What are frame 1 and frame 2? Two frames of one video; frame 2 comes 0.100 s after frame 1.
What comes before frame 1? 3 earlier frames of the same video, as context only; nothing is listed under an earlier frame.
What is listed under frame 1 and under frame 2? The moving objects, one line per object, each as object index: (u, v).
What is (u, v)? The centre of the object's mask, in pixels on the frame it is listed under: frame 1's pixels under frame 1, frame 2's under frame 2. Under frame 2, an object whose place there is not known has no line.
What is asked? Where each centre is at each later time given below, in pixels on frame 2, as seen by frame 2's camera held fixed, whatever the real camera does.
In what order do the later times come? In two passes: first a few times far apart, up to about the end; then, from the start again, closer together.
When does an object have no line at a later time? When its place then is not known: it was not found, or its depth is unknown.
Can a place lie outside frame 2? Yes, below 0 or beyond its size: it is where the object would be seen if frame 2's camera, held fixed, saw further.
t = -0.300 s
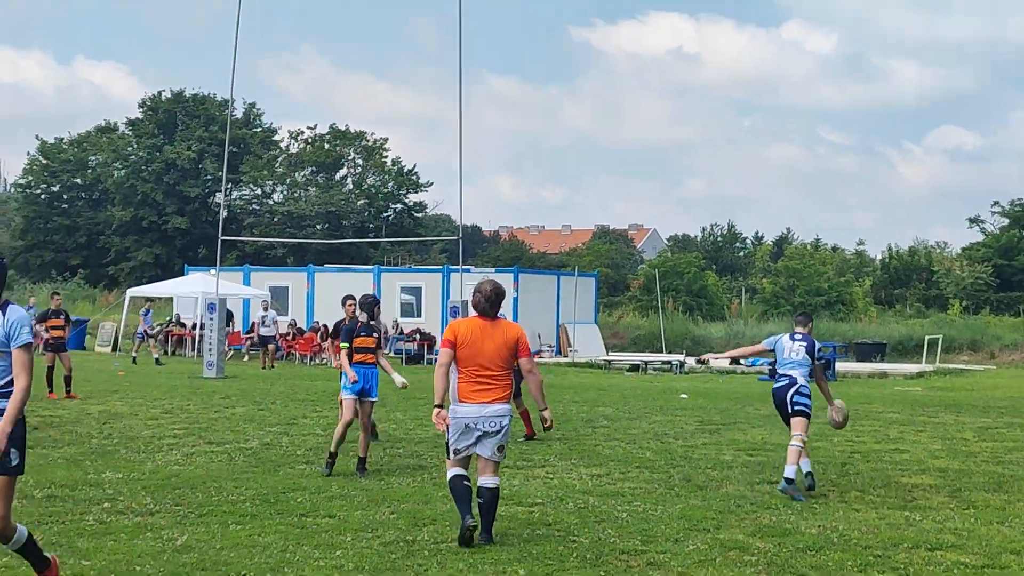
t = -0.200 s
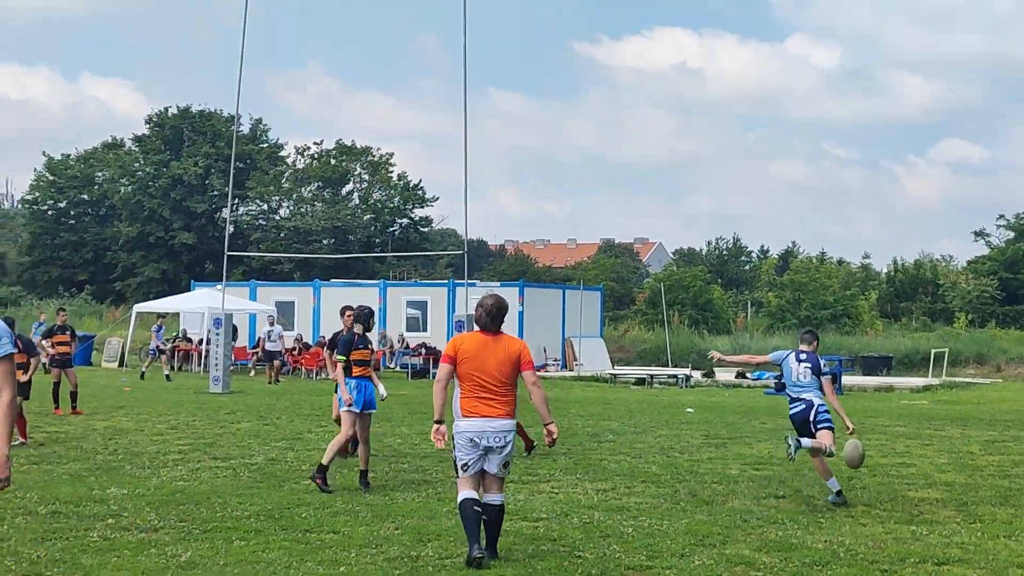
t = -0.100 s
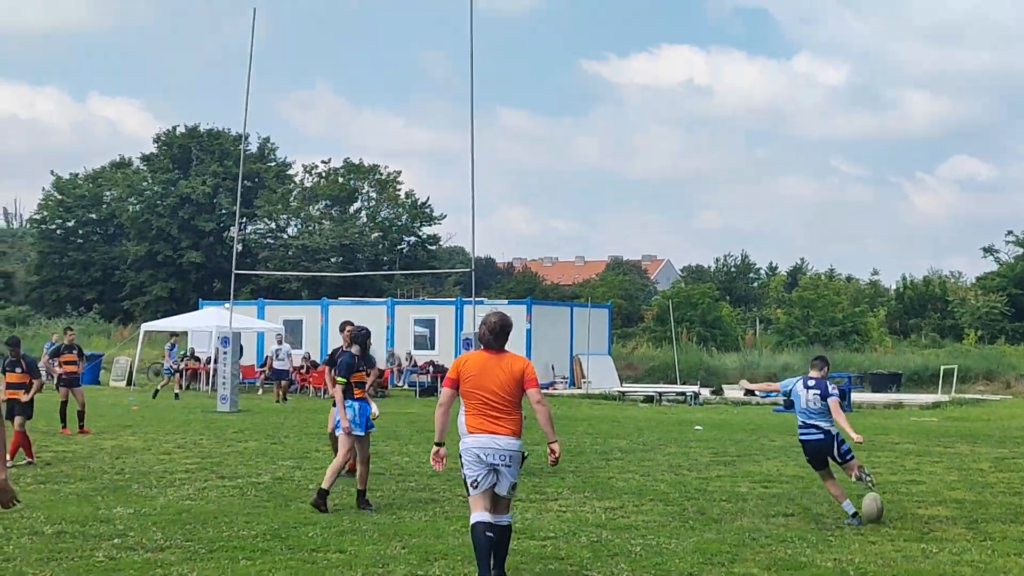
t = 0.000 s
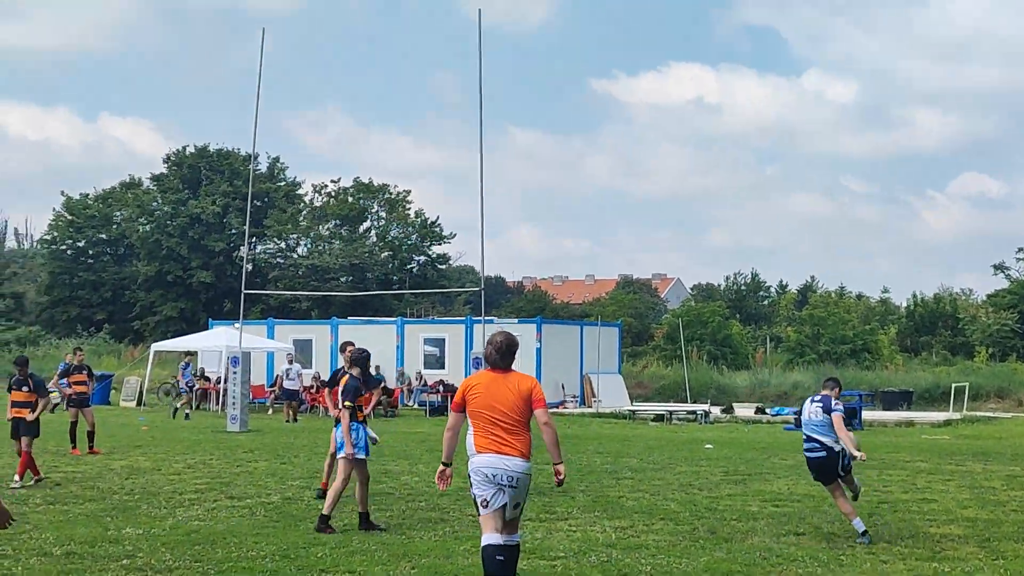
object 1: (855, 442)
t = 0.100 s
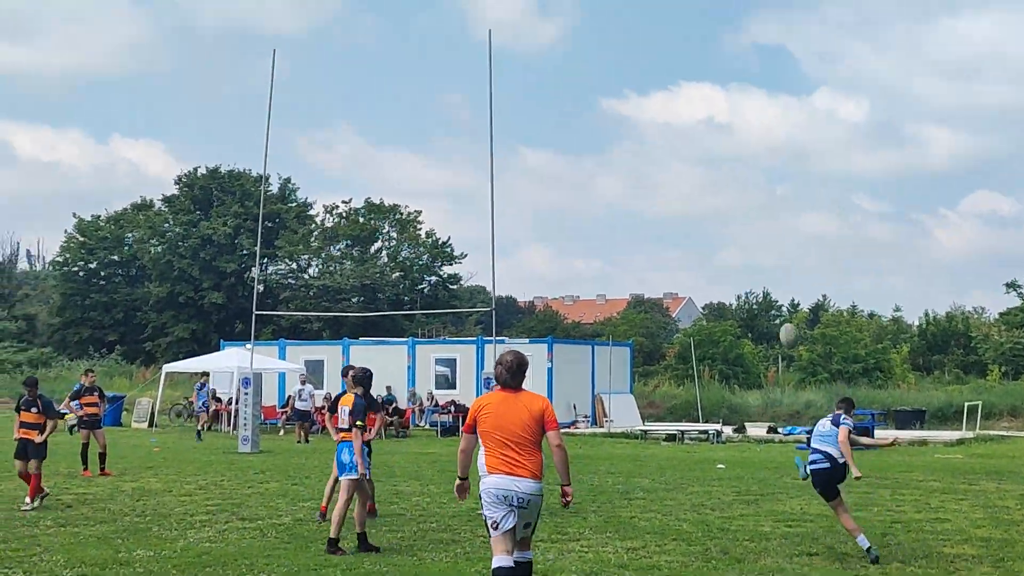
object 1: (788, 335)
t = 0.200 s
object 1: (731, 236)
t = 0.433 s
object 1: (631, 77)
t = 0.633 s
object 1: (567, -6)
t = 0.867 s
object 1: (508, -64)
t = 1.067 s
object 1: (469, -86)
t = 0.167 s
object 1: (749, 266)
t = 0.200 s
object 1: (731, 236)
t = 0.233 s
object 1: (714, 208)
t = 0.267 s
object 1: (698, 180)
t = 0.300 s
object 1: (684, 157)
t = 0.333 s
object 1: (669, 135)
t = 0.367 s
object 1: (655, 113)
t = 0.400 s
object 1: (643, 94)
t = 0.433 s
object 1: (631, 77)
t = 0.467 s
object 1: (618, 59)
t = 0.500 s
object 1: (608, 44)
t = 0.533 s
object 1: (597, 30)
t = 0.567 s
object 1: (586, 17)
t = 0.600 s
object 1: (576, 5)
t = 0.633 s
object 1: (567, -6)
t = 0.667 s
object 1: (557, -17)
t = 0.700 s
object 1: (549, -27)
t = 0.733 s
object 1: (540, -35)
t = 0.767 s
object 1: (532, -44)
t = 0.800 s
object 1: (524, -52)
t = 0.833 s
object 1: (516, -58)
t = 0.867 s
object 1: (508, -64)
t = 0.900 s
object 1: (502, -69)
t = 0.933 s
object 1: (495, -73)
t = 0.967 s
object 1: (488, -77)
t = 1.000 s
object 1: (482, -81)
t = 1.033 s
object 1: (476, -84)
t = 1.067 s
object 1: (469, -86)
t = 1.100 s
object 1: (464, -89)
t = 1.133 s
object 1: (458, -90)
